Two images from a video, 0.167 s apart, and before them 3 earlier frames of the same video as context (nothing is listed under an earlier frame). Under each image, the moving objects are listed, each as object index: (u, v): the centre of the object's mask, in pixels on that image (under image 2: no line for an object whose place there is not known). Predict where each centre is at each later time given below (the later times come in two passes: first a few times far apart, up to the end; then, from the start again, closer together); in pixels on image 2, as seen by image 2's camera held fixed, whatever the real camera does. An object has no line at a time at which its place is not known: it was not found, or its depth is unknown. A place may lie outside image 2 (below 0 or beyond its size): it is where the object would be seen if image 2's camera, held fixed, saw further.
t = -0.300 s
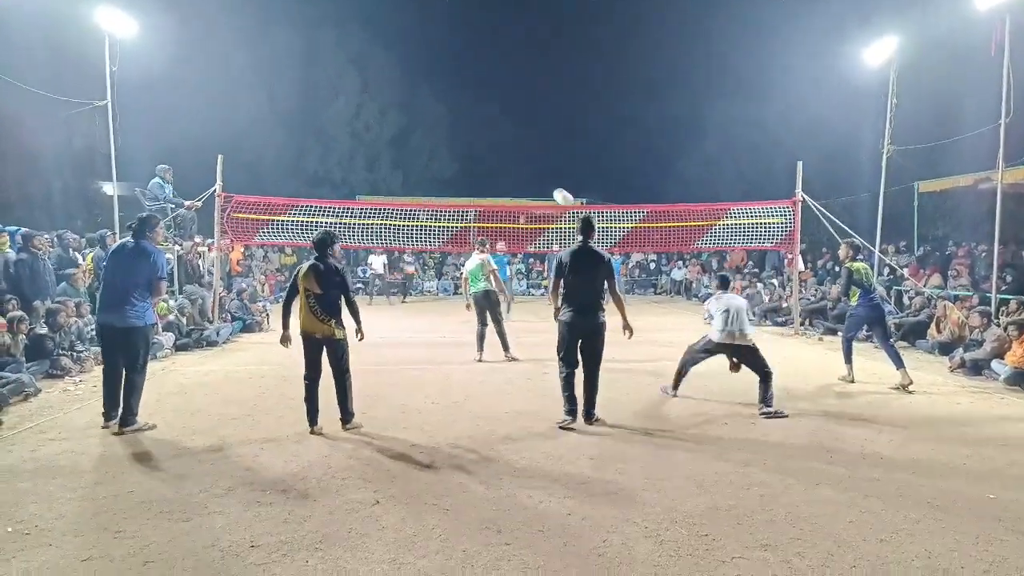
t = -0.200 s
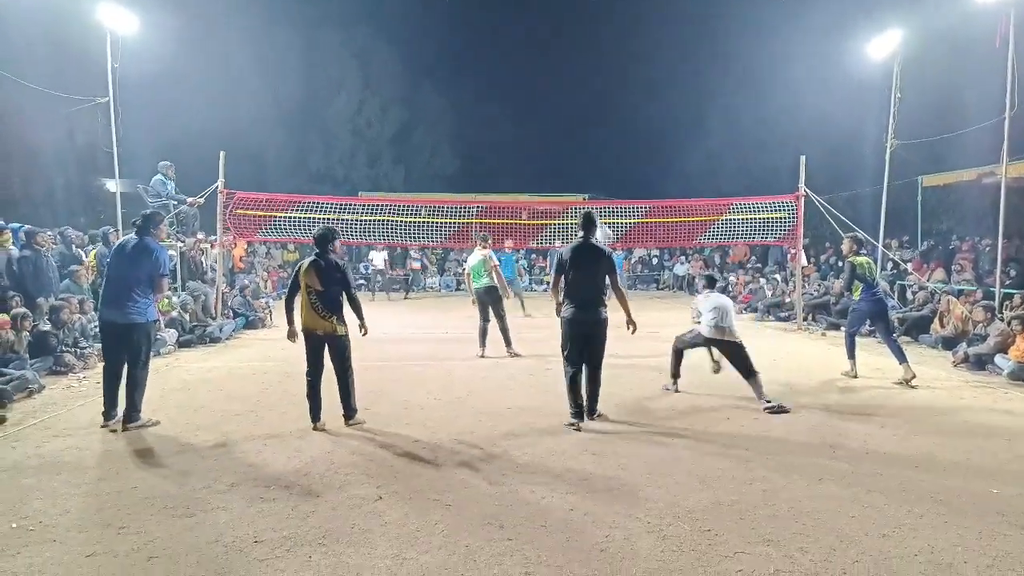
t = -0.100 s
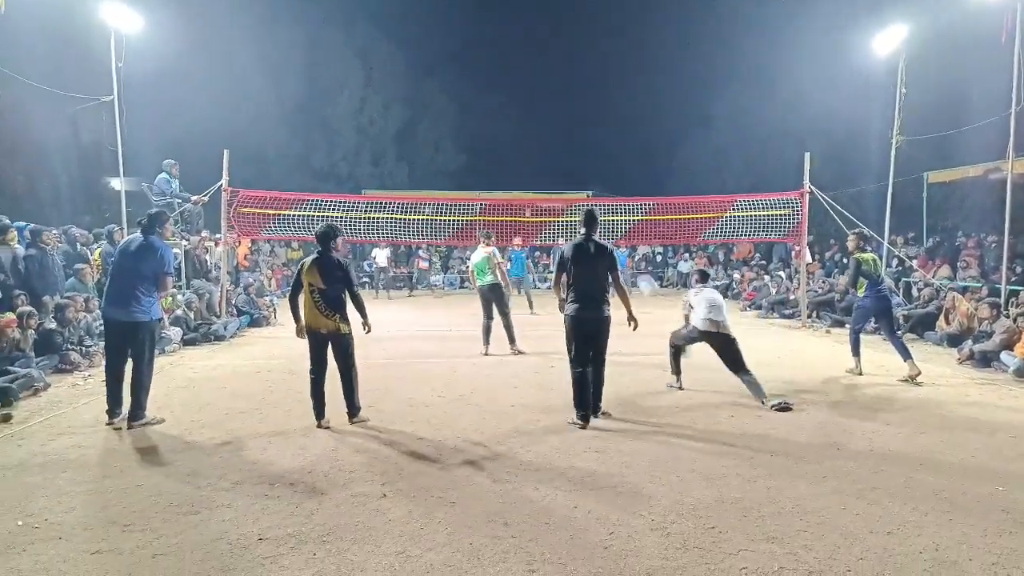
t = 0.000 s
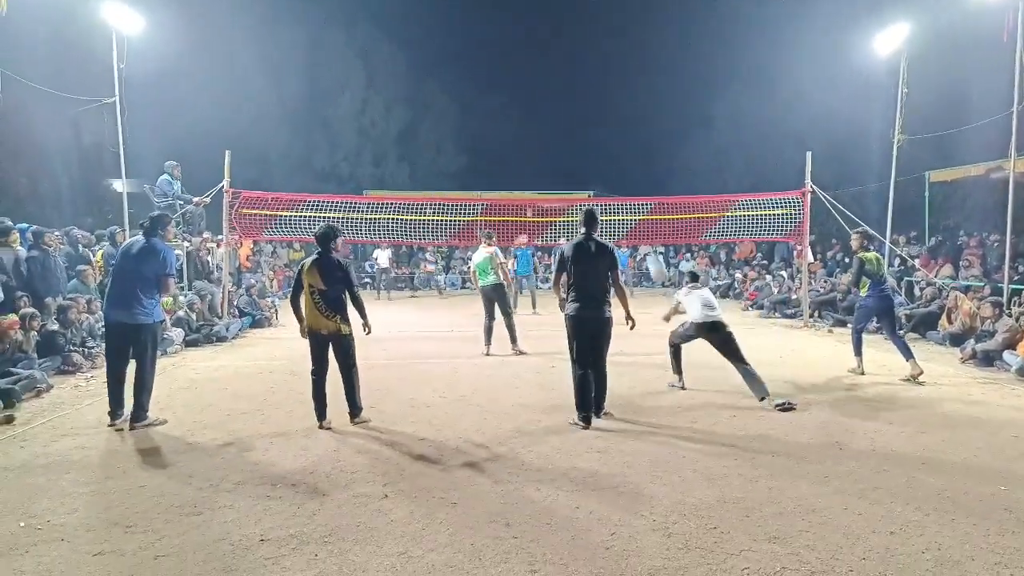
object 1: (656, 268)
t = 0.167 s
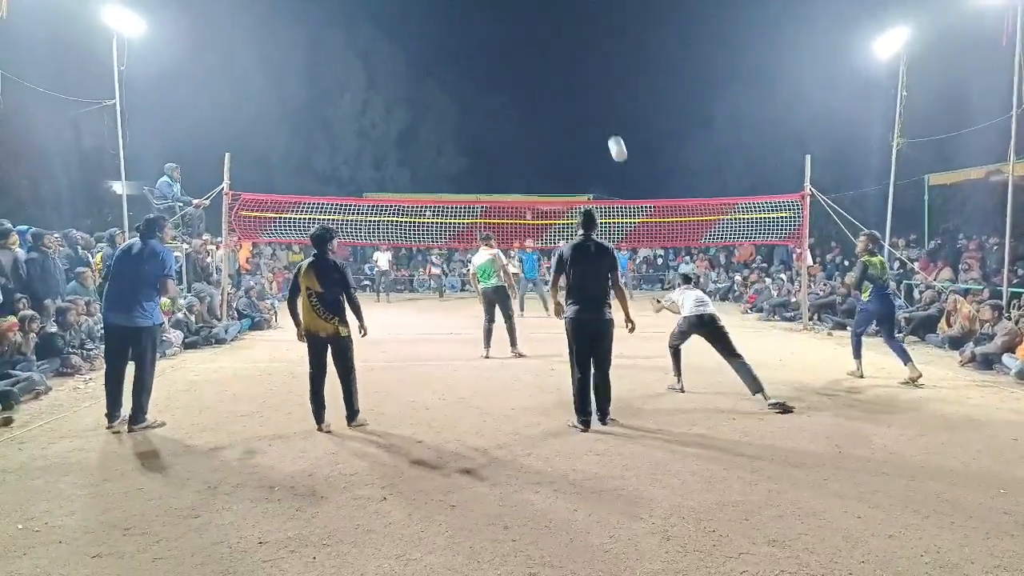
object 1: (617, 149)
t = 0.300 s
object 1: (593, 80)
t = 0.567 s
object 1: (554, 0)
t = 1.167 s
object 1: (497, 7)
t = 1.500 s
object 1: (475, 78)
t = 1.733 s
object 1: (462, 145)
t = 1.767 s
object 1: (461, 155)
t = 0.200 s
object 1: (611, 129)
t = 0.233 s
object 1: (604, 111)
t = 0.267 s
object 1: (598, 95)
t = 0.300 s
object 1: (593, 80)
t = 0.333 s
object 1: (587, 66)
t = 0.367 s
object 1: (582, 54)
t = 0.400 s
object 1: (577, 42)
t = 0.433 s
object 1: (572, 32)
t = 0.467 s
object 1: (567, 22)
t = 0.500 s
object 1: (562, 14)
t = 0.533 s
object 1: (558, 7)
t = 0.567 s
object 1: (554, 0)
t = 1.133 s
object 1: (500, 1)
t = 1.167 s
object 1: (497, 7)
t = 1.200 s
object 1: (494, 12)
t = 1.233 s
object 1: (492, 19)
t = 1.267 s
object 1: (490, 25)
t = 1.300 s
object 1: (488, 31)
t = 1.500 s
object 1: (475, 78)
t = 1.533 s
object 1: (473, 86)
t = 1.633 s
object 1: (467, 115)
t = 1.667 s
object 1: (466, 125)
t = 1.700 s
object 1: (464, 135)
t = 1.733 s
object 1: (462, 145)
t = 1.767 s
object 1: (461, 155)
